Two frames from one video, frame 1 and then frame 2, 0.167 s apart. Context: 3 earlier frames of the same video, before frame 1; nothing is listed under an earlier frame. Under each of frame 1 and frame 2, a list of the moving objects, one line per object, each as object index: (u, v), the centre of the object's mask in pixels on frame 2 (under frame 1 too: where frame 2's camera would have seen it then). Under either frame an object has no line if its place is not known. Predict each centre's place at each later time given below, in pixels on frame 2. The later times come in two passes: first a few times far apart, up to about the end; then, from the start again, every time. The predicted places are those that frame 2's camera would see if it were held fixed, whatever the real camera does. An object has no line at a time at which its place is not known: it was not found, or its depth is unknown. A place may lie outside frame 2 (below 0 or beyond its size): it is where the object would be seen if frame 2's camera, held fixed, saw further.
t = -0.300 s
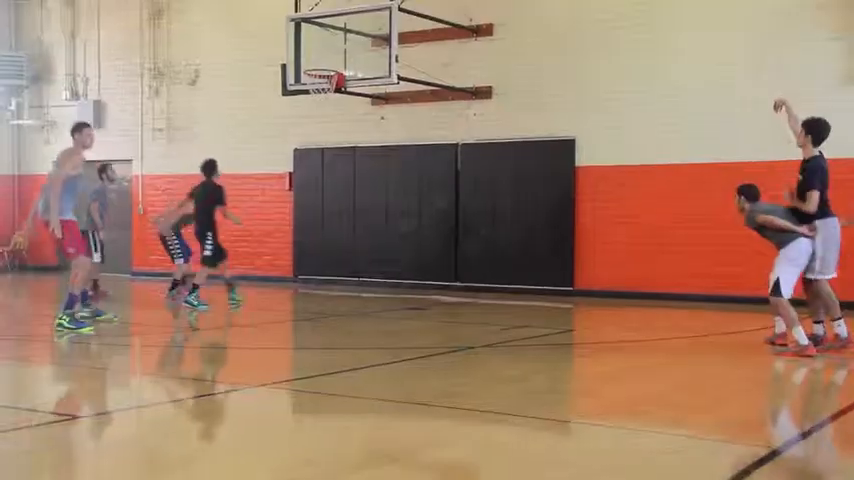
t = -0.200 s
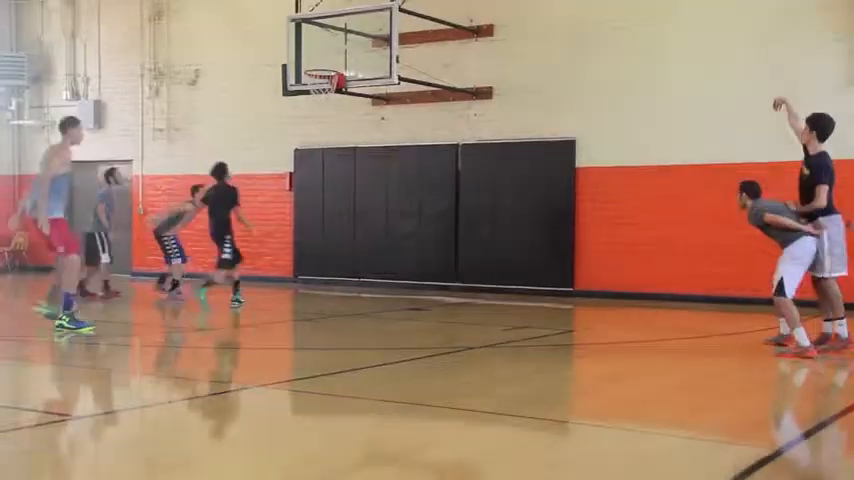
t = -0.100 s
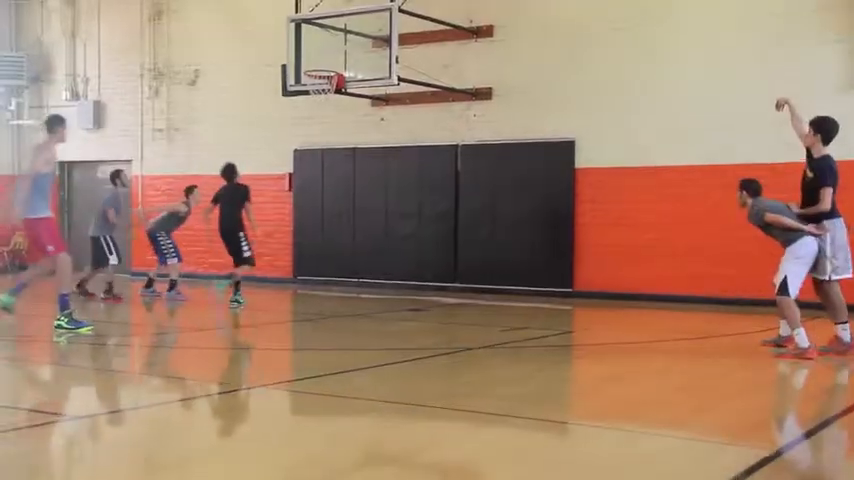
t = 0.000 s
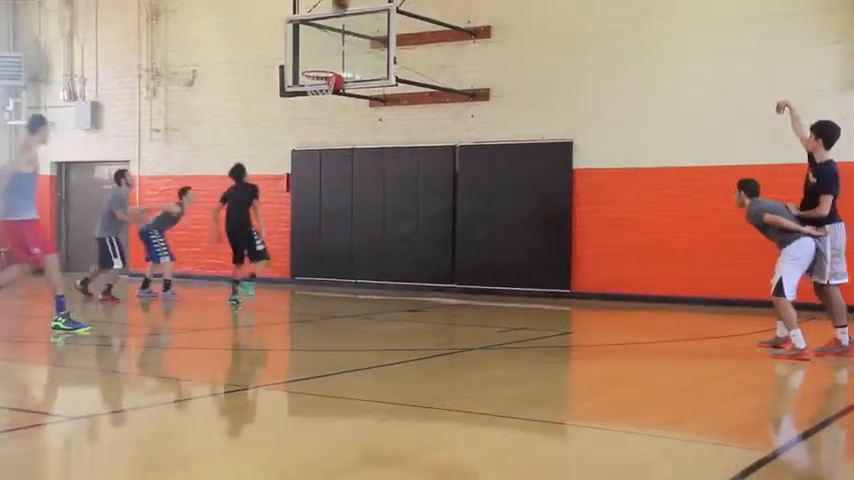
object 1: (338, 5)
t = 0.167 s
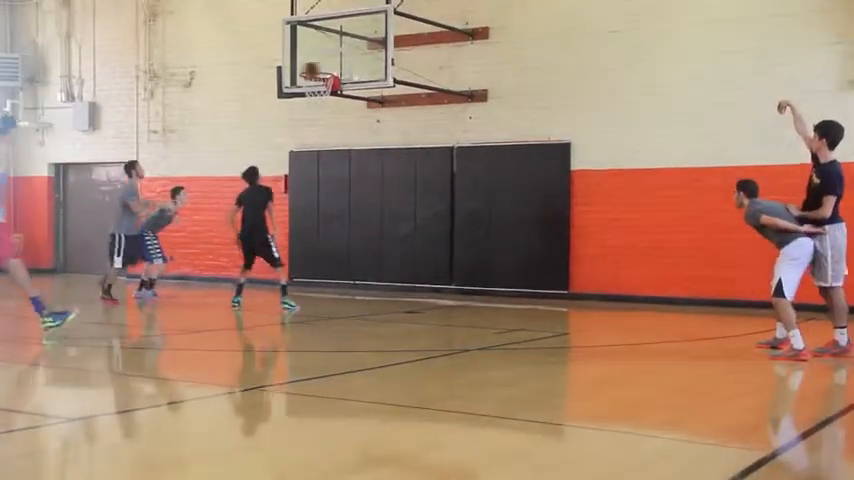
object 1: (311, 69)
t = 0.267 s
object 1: (332, 56)
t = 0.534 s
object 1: (354, 13)
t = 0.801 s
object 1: (375, 23)
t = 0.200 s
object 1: (322, 68)
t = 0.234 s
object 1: (329, 64)
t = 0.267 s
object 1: (332, 56)
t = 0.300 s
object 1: (334, 49)
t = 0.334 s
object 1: (337, 42)
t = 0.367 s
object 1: (340, 35)
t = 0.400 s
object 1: (343, 28)
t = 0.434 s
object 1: (345, 24)
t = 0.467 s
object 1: (348, 19)
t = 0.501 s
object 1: (351, 16)
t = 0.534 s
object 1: (354, 13)
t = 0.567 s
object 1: (356, 11)
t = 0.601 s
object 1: (359, 11)
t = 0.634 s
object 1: (362, 11)
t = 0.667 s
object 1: (364, 11)
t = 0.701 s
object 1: (367, 13)
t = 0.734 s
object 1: (370, 15)
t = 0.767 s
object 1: (372, 19)
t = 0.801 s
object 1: (375, 23)
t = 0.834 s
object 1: (378, 28)
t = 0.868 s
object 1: (381, 34)
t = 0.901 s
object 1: (384, 40)
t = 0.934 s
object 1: (385, 47)
